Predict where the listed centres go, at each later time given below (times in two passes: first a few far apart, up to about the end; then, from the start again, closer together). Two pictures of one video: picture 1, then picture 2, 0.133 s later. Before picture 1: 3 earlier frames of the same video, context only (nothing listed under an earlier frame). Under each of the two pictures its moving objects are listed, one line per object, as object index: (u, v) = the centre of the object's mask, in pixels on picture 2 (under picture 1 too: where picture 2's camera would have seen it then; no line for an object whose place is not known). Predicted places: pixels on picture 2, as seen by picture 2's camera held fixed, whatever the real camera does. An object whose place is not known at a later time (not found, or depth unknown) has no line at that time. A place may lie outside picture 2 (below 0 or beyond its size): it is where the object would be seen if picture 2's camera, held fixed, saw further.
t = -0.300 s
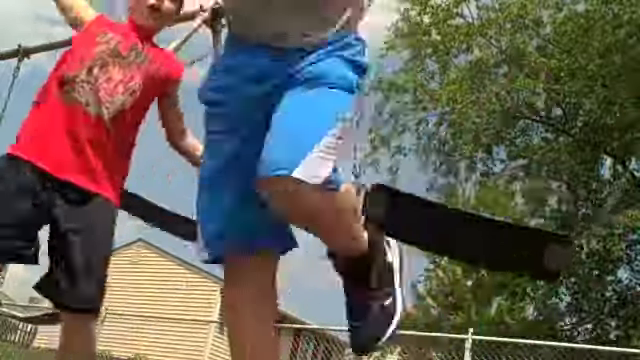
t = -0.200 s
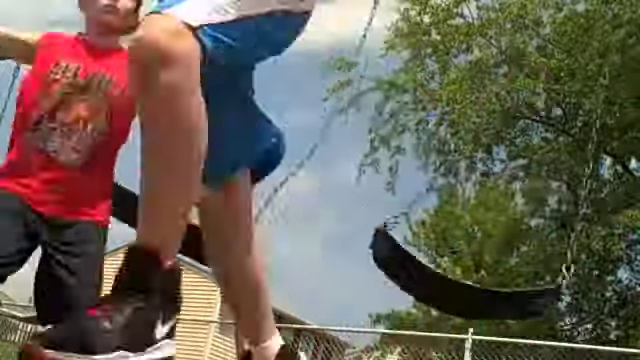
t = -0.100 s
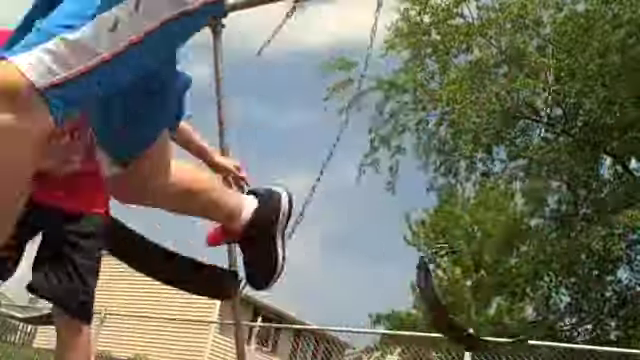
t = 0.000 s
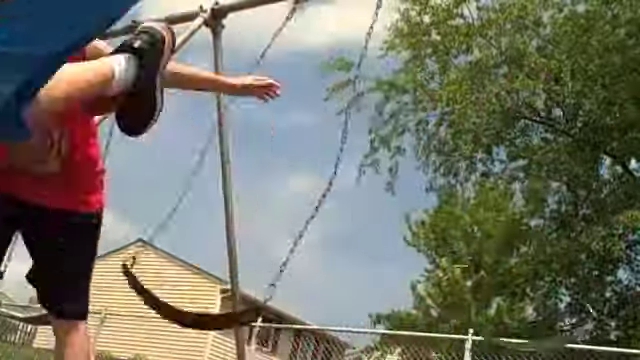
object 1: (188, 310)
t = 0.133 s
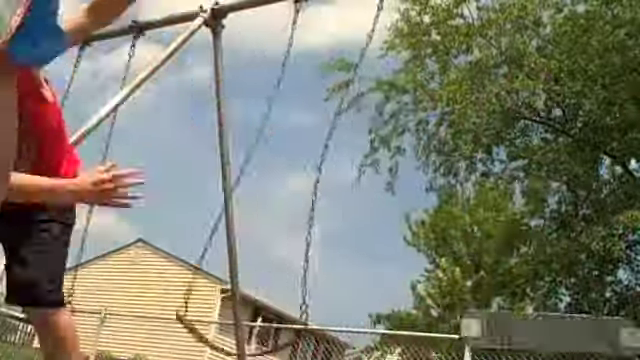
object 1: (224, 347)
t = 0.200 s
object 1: (241, 344)
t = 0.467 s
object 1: (336, 341)
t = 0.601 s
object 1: (360, 325)
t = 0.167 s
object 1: (232, 344)
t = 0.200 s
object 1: (241, 344)
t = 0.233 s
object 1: (253, 344)
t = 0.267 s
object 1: (284, 345)
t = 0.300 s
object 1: (292, 342)
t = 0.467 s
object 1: (336, 341)
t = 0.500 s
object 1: (343, 339)
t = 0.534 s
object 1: (347, 334)
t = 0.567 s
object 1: (363, 331)
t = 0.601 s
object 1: (360, 325)
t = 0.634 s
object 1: (366, 322)
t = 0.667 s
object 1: (371, 321)
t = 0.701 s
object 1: (375, 322)
